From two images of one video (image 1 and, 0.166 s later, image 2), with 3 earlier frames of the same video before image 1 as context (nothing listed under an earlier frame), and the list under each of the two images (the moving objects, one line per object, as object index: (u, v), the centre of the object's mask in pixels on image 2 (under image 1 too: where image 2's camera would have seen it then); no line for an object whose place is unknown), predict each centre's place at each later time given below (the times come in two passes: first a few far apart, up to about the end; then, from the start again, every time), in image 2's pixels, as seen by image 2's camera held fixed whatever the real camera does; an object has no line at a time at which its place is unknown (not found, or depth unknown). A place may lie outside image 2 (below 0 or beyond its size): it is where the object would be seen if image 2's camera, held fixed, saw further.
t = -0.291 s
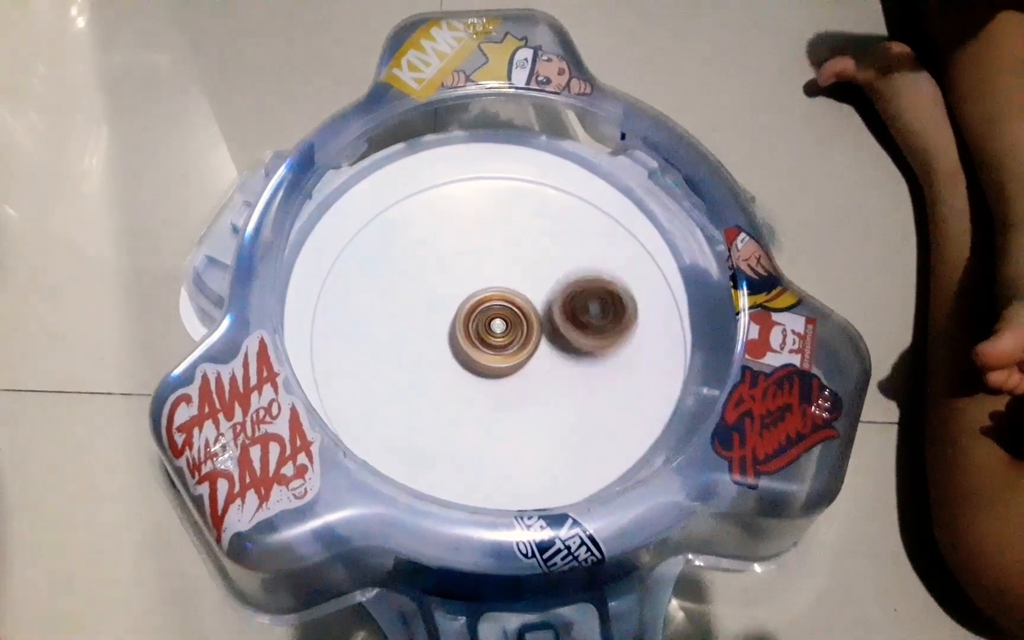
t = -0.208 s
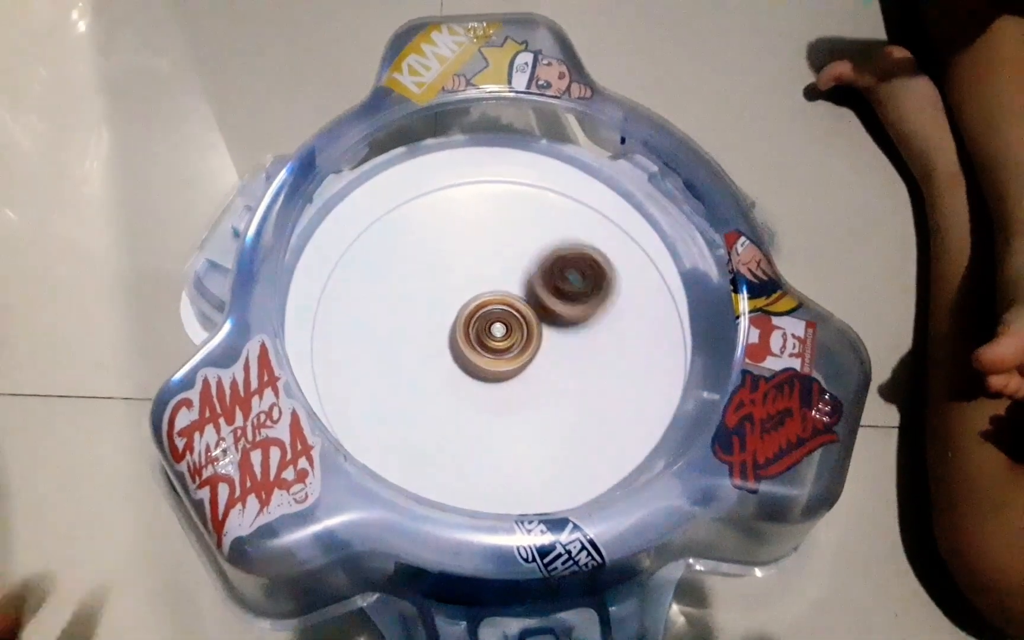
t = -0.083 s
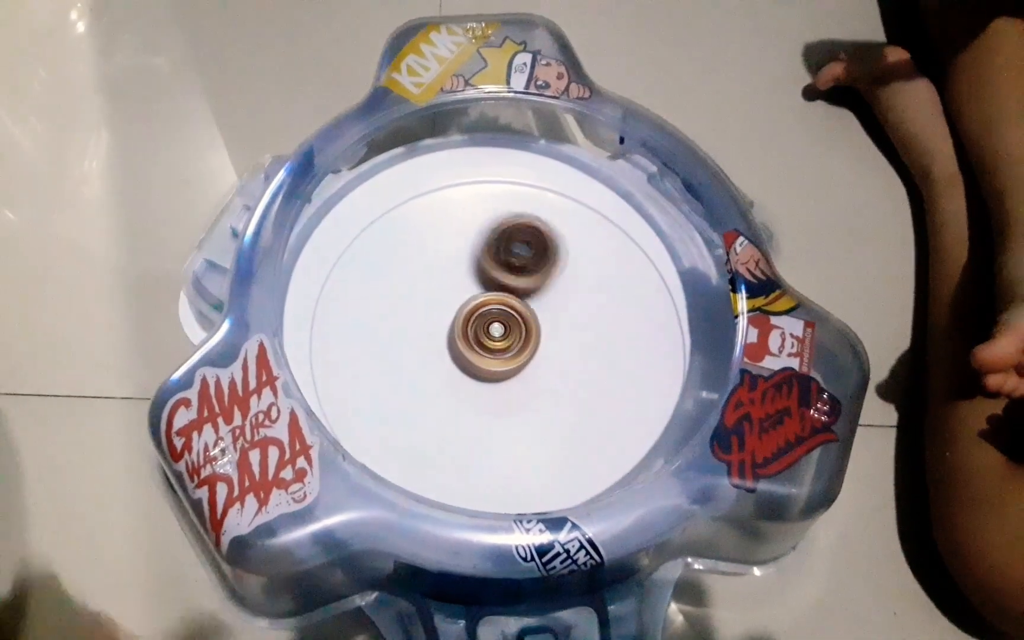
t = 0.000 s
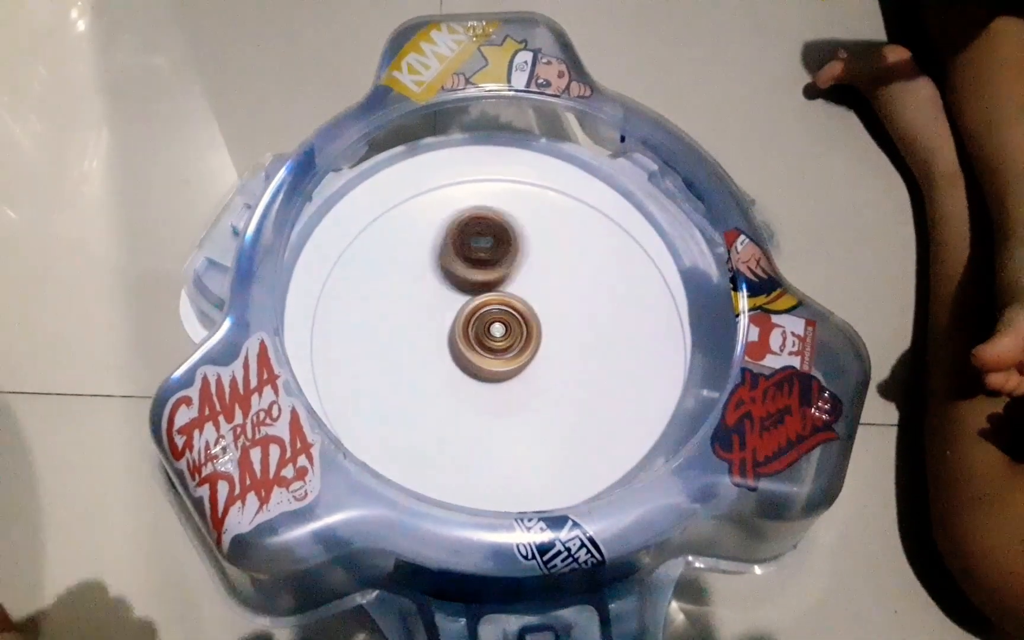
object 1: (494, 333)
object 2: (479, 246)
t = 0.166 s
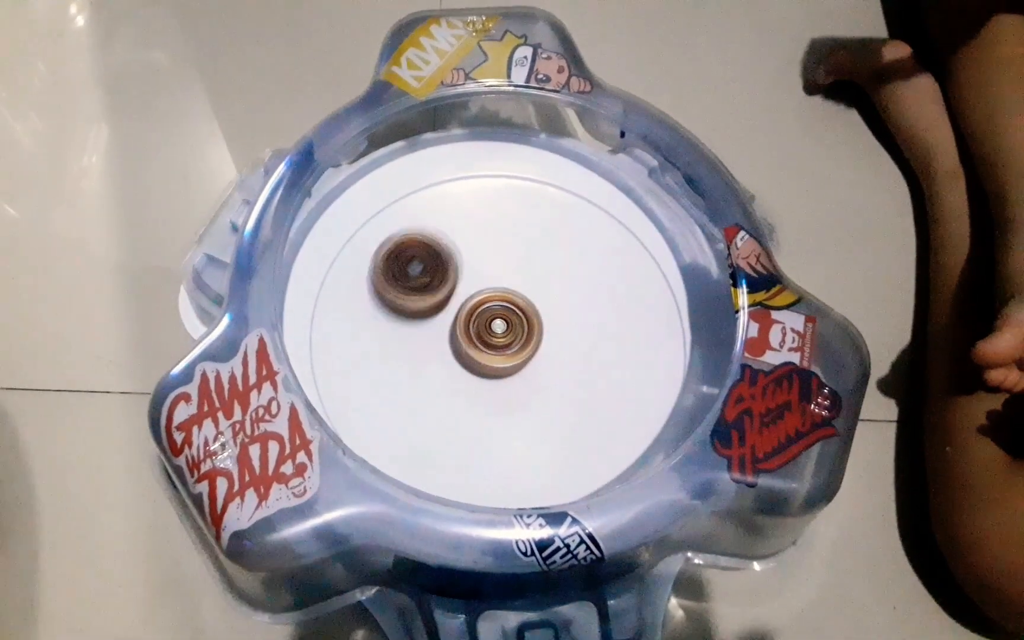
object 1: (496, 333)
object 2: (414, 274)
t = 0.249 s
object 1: (496, 333)
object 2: (403, 304)
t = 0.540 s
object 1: (514, 333)
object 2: (464, 412)
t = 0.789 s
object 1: (512, 321)
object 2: (547, 401)
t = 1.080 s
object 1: (486, 300)
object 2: (556, 359)
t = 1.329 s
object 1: (457, 294)
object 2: (536, 354)
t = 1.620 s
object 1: (449, 295)
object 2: (511, 363)
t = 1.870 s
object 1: (450, 284)
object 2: (494, 363)
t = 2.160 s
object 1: (444, 238)
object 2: (520, 414)
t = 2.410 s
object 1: (480, 278)
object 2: (514, 381)
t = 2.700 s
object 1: (530, 291)
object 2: (503, 382)
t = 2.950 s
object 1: (592, 305)
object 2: (435, 395)
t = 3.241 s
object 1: (544, 359)
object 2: (454, 377)
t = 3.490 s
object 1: (533, 377)
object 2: (424, 317)
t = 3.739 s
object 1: (469, 359)
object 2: (453, 261)
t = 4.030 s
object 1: (447, 324)
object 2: (493, 253)
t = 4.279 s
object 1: (472, 331)
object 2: (556, 288)
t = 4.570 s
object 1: (518, 311)
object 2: (604, 349)
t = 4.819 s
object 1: (505, 280)
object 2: (573, 399)
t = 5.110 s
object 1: (480, 325)
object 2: (475, 413)
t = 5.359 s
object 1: (525, 338)
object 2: (405, 409)
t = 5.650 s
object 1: (511, 374)
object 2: (426, 318)
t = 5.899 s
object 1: (481, 367)
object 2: (477, 259)
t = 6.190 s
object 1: (448, 333)
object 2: (551, 285)
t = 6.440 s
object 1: (471, 311)
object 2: (552, 351)
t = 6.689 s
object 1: (506, 277)
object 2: (503, 425)
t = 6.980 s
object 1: (518, 322)
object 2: (452, 386)
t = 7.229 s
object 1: (614, 327)
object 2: (366, 352)
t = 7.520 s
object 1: (530, 362)
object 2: (464, 290)
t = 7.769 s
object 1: (480, 422)
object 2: (487, 237)
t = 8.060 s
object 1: (438, 357)
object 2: (524, 305)
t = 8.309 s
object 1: (421, 329)
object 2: (559, 330)
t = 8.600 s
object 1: (471, 298)
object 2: (552, 340)
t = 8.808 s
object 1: (485, 288)
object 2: (553, 340)
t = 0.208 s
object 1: (496, 333)
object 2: (406, 288)
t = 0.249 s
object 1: (496, 333)
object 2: (403, 304)
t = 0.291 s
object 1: (497, 333)
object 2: (405, 323)
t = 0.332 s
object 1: (500, 333)
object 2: (407, 340)
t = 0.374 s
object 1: (504, 334)
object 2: (413, 358)
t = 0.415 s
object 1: (507, 335)
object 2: (422, 374)
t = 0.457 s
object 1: (509, 336)
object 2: (434, 388)
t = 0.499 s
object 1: (511, 335)
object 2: (450, 400)
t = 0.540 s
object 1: (514, 333)
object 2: (464, 412)
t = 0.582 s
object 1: (516, 332)
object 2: (479, 417)
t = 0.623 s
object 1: (516, 330)
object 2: (496, 419)
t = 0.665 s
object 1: (516, 328)
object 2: (512, 417)
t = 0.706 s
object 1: (515, 326)
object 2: (526, 412)
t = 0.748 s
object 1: (513, 323)
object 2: (538, 408)
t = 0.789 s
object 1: (512, 321)
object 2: (547, 401)
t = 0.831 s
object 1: (508, 314)
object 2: (556, 398)
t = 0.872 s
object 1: (503, 305)
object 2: (563, 396)
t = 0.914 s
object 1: (499, 299)
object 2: (568, 391)
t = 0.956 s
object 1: (495, 296)
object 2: (570, 385)
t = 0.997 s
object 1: (491, 295)
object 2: (568, 377)
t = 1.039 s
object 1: (489, 297)
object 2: (563, 368)
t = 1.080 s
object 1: (486, 300)
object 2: (556, 359)
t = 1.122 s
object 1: (480, 298)
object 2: (553, 355)
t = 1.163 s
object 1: (475, 297)
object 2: (548, 351)
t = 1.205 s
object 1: (469, 295)
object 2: (546, 351)
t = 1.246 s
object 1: (465, 294)
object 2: (542, 351)
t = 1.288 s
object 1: (463, 296)
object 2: (537, 350)
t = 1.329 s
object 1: (457, 294)
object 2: (536, 354)
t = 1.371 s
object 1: (449, 289)
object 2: (537, 360)
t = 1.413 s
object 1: (445, 288)
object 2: (536, 364)
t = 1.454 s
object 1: (442, 288)
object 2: (532, 366)
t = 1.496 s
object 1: (442, 290)
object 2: (528, 366)
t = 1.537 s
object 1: (444, 293)
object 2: (522, 364)
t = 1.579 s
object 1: (447, 296)
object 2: (515, 362)
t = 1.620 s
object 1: (449, 295)
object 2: (511, 363)
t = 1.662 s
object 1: (448, 288)
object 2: (510, 367)
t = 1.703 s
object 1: (447, 284)
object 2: (507, 370)
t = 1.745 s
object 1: (447, 282)
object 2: (504, 370)
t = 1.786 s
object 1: (448, 281)
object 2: (500, 369)
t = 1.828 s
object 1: (448, 282)
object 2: (497, 366)
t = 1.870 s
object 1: (450, 284)
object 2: (494, 363)
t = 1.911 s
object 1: (446, 269)
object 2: (499, 379)
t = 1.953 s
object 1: (442, 251)
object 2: (506, 397)
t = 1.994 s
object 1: (440, 239)
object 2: (512, 410)
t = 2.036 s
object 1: (440, 232)
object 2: (516, 418)
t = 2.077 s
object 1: (440, 230)
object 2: (518, 421)
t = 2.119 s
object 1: (441, 232)
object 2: (519, 419)
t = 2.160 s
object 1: (444, 238)
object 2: (520, 414)
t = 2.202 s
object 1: (447, 246)
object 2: (519, 407)
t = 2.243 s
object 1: (452, 256)
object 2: (517, 396)
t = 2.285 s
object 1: (458, 268)
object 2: (516, 385)
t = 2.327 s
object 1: (466, 281)
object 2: (513, 373)
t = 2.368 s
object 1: (474, 288)
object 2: (512, 368)
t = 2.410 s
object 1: (480, 278)
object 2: (514, 381)
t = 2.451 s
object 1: (487, 272)
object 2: (514, 391)
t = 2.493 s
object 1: (496, 269)
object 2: (514, 398)
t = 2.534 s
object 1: (504, 269)
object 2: (513, 400)
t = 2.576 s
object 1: (512, 271)
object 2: (510, 398)
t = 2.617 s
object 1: (518, 275)
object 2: (508, 394)
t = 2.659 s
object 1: (524, 282)
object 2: (506, 388)
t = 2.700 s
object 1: (530, 291)
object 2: (503, 382)
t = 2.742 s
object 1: (537, 298)
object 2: (499, 376)
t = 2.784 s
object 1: (554, 296)
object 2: (482, 381)
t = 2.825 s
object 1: (570, 295)
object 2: (466, 385)
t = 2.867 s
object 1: (581, 297)
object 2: (454, 389)
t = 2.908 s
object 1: (588, 300)
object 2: (444, 392)
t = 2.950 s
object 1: (592, 305)
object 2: (435, 395)
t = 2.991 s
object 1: (593, 312)
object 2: (429, 398)
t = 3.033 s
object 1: (591, 319)
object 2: (427, 398)
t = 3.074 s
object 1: (587, 327)
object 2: (427, 397)
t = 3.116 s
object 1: (580, 336)
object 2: (432, 395)
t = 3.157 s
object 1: (570, 344)
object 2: (438, 390)
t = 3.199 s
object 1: (557, 352)
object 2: (446, 385)
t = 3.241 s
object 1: (544, 359)
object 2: (454, 377)
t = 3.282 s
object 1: (545, 365)
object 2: (445, 368)
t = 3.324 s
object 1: (548, 369)
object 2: (435, 358)
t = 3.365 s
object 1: (549, 373)
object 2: (428, 347)
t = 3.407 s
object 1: (546, 375)
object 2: (424, 337)
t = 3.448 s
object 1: (541, 377)
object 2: (423, 327)
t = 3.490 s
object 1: (533, 377)
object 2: (424, 317)
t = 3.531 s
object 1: (524, 377)
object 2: (427, 307)
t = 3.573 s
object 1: (513, 375)
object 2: (431, 298)
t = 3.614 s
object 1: (502, 372)
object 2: (436, 288)
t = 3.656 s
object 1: (490, 369)
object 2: (441, 278)
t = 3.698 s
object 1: (478, 364)
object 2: (447, 269)
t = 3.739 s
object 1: (469, 359)
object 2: (453, 261)
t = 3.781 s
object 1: (460, 354)
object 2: (459, 254)
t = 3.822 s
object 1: (454, 348)
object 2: (464, 249)
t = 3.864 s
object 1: (449, 342)
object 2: (470, 245)
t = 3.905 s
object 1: (446, 337)
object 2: (475, 245)
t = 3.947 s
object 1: (445, 332)
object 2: (480, 246)
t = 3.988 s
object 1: (446, 327)
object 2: (486, 250)
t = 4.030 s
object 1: (447, 324)
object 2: (493, 253)
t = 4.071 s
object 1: (445, 327)
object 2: (505, 254)
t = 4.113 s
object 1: (445, 329)
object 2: (516, 257)
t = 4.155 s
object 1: (449, 331)
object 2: (527, 262)
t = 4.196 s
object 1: (454, 332)
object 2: (537, 268)
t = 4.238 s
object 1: (463, 332)
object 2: (546, 278)
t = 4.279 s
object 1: (472, 331)
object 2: (556, 288)
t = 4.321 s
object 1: (483, 329)
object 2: (566, 297)
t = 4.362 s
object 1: (491, 327)
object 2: (576, 307)
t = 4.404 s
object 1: (497, 325)
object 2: (587, 318)
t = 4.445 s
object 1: (502, 321)
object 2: (594, 327)
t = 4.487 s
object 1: (508, 318)
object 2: (601, 336)
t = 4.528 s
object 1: (513, 314)
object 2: (604, 343)
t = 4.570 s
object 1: (518, 311)
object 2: (604, 349)
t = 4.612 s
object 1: (523, 309)
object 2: (601, 355)
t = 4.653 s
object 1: (527, 308)
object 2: (596, 361)
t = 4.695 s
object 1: (528, 306)
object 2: (589, 368)
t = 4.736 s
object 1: (521, 294)
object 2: (587, 383)
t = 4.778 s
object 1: (513, 285)
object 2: (582, 392)
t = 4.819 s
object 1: (505, 280)
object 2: (573, 399)
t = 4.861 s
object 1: (497, 278)
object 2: (562, 406)
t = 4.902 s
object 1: (490, 280)
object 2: (550, 410)
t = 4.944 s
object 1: (485, 285)
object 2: (536, 414)
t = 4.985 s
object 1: (481, 293)
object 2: (521, 416)
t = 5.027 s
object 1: (479, 302)
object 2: (505, 416)
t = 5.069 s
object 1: (479, 313)
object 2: (489, 416)
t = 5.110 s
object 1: (480, 325)
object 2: (475, 413)
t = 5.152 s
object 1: (488, 327)
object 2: (455, 420)
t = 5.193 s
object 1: (498, 327)
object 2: (438, 423)
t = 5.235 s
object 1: (507, 329)
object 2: (425, 423)
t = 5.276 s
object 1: (515, 331)
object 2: (416, 421)
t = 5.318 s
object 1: (521, 334)
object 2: (409, 416)
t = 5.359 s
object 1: (525, 338)
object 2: (405, 409)
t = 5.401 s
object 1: (526, 343)
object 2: (405, 401)
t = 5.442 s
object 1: (526, 349)
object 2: (406, 390)
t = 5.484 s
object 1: (523, 354)
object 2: (409, 379)
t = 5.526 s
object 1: (519, 359)
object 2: (414, 366)
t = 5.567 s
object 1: (514, 363)
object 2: (421, 353)
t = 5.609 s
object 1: (511, 368)
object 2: (424, 336)
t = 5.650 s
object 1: (511, 374)
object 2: (426, 318)
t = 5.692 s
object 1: (509, 378)
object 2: (432, 303)
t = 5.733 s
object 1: (506, 379)
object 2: (440, 288)
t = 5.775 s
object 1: (500, 378)
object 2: (448, 277)
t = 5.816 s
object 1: (494, 376)
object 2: (457, 269)
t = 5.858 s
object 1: (487, 372)
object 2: (467, 262)
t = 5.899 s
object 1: (481, 367)
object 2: (477, 259)
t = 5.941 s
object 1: (475, 360)
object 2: (486, 258)
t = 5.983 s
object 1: (470, 354)
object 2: (496, 259)
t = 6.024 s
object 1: (466, 347)
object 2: (505, 263)
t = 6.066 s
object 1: (465, 340)
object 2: (515, 269)
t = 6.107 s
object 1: (462, 334)
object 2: (524, 275)
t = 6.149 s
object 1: (454, 334)
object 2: (540, 278)
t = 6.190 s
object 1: (448, 333)
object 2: (551, 285)
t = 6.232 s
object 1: (447, 330)
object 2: (559, 293)
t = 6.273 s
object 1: (447, 327)
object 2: (563, 305)
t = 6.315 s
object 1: (451, 323)
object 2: (565, 316)
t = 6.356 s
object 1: (456, 319)
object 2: (563, 329)
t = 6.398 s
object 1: (463, 315)
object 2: (558, 341)
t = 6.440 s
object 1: (471, 311)
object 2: (552, 351)
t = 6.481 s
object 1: (480, 307)
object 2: (544, 362)
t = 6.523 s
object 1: (487, 303)
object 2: (536, 372)
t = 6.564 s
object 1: (495, 299)
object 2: (527, 381)
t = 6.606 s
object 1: (499, 288)
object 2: (520, 399)
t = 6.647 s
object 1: (503, 281)
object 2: (513, 415)
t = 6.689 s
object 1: (506, 277)
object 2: (503, 425)
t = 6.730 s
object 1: (509, 276)
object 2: (494, 428)
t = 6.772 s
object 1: (511, 279)
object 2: (484, 429)
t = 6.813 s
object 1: (514, 284)
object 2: (475, 425)
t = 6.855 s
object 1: (515, 291)
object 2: (467, 418)
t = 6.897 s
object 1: (516, 300)
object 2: (460, 408)
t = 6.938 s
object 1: (517, 311)
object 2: (455, 398)
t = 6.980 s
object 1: (518, 322)
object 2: (452, 386)
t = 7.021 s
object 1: (529, 329)
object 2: (441, 375)
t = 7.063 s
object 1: (558, 327)
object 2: (408, 374)
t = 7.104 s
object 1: (581, 325)
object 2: (387, 367)
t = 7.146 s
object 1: (600, 325)
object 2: (371, 365)
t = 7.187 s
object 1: (610, 325)
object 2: (366, 357)
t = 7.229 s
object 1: (614, 327)
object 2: (366, 352)
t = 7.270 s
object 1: (613, 330)
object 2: (372, 344)
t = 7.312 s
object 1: (606, 334)
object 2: (381, 338)
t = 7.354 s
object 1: (595, 338)
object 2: (395, 331)
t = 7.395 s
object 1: (580, 342)
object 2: (413, 325)
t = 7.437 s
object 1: (562, 345)
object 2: (432, 318)
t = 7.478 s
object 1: (542, 348)
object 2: (454, 310)
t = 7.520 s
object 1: (530, 362)
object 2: (464, 290)
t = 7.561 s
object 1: (526, 382)
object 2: (467, 268)
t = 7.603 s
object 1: (519, 400)
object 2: (471, 251)
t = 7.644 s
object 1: (510, 413)
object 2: (475, 239)
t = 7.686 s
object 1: (500, 421)
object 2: (480, 234)
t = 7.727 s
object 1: (489, 423)
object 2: (483, 234)
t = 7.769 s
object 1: (480, 422)
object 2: (487, 237)
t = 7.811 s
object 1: (472, 417)
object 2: (489, 243)
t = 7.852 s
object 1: (466, 408)
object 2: (492, 251)
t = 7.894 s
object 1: (460, 397)
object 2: (495, 262)
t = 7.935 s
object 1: (457, 386)
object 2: (497, 273)
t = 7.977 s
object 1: (455, 372)
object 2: (501, 286)
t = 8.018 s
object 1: (451, 361)
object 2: (507, 299)
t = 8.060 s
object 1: (438, 357)
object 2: (524, 305)
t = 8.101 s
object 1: (426, 351)
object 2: (539, 312)
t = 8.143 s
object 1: (418, 346)
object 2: (550, 318)
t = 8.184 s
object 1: (413, 341)
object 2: (556, 322)
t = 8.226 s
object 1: (413, 337)
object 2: (560, 325)
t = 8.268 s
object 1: (415, 332)
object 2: (561, 329)
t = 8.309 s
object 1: (421, 329)
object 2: (559, 330)
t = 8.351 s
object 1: (430, 326)
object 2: (556, 331)
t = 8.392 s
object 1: (441, 322)
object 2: (552, 331)
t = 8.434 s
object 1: (454, 320)
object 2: (547, 332)
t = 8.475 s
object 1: (463, 314)
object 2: (546, 333)
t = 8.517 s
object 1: (465, 308)
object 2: (552, 337)
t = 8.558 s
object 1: (468, 303)
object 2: (553, 339)
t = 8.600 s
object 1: (471, 298)
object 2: (552, 340)
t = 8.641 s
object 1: (475, 294)
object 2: (553, 340)
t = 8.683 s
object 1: (479, 292)
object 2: (552, 339)
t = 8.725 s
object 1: (482, 291)
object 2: (553, 338)
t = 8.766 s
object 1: (484, 289)
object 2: (553, 338)
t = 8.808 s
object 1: (485, 288)
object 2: (553, 340)
